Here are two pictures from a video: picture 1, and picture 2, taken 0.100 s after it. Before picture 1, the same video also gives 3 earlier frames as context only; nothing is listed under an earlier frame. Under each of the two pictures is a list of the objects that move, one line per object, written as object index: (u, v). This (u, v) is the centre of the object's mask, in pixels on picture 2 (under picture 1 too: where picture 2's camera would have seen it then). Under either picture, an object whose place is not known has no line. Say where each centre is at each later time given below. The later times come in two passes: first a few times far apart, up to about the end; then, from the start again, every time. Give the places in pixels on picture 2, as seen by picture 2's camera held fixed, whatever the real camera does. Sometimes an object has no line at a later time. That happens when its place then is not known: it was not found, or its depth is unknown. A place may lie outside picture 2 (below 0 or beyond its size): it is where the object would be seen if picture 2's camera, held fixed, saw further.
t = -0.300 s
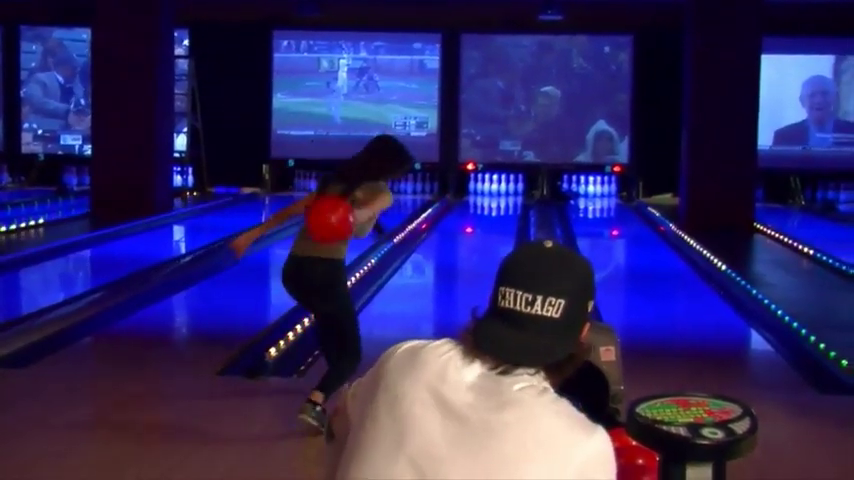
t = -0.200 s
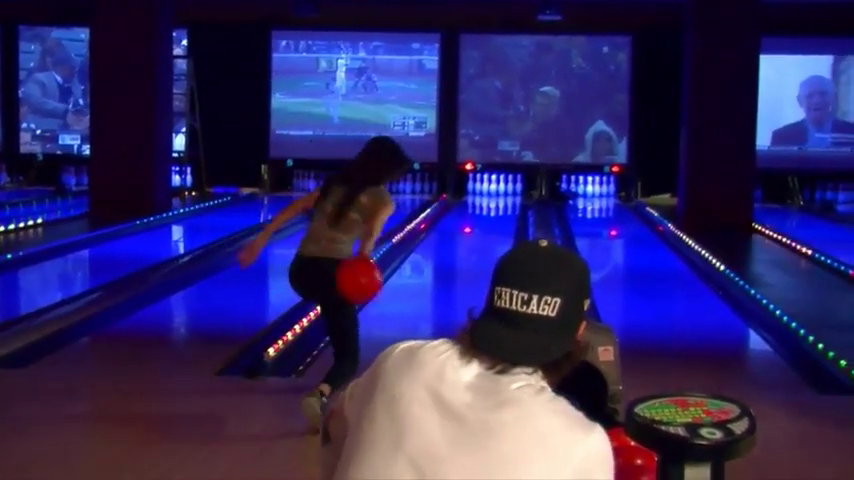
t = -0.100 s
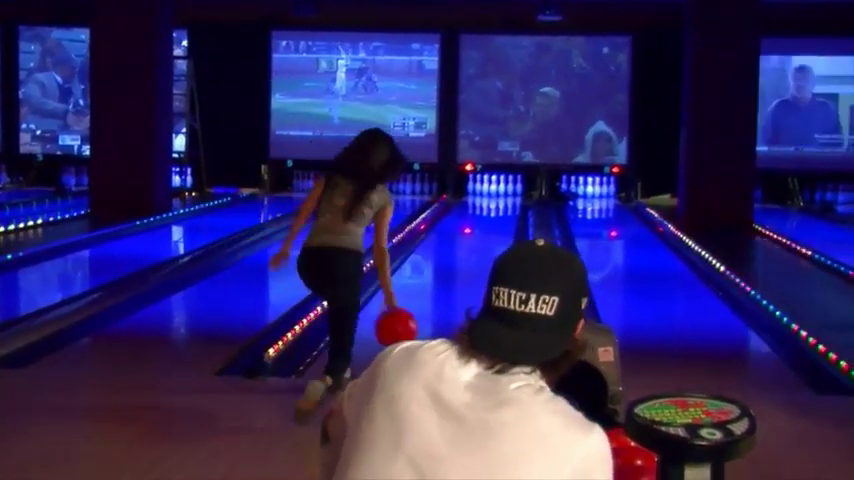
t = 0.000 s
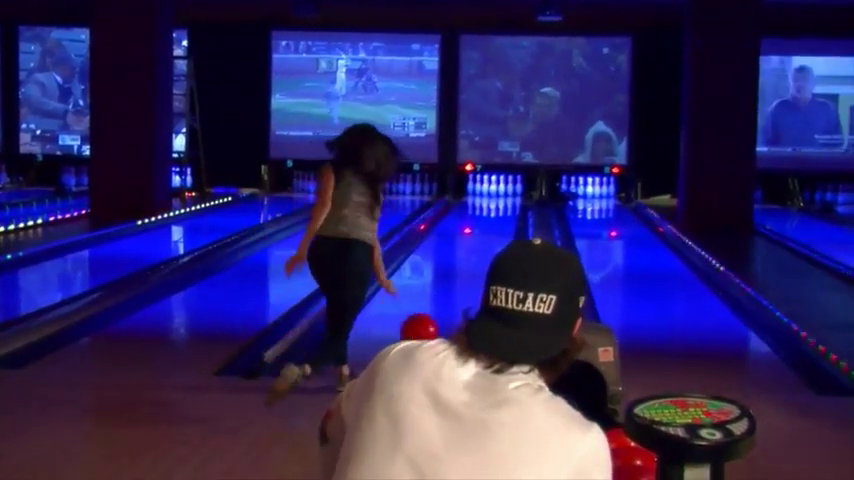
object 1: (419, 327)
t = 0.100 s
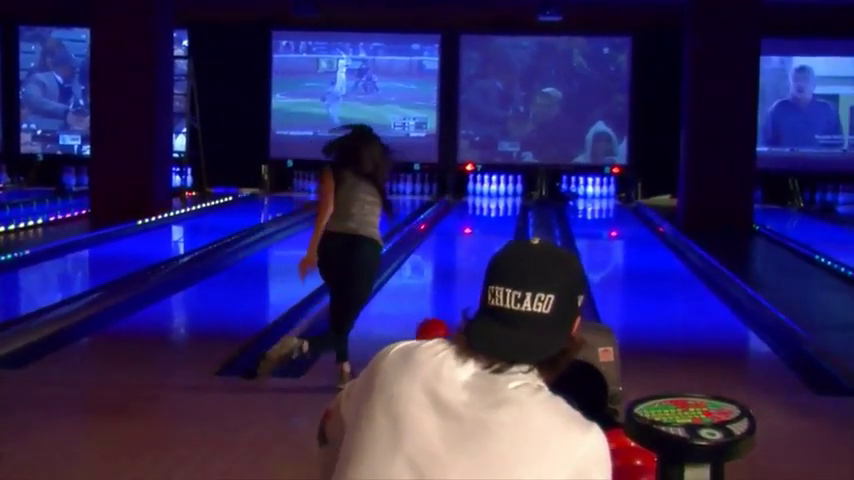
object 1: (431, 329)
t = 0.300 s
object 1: (455, 299)
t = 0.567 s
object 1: (472, 265)
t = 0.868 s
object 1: (486, 241)
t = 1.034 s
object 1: (492, 231)
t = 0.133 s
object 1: (437, 323)
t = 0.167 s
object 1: (441, 318)
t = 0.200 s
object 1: (445, 313)
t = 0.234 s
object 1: (448, 310)
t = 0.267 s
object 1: (451, 305)
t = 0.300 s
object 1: (455, 299)
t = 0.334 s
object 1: (457, 294)
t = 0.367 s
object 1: (460, 290)
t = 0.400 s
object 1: (462, 285)
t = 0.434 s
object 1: (465, 281)
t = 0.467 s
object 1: (466, 276)
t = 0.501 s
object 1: (468, 273)
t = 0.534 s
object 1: (470, 269)
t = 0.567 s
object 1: (472, 265)
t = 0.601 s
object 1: (473, 262)
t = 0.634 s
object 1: (475, 259)
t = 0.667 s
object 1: (477, 255)
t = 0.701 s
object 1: (478, 252)
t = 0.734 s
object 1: (480, 249)
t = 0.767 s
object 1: (482, 247)
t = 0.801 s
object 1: (483, 245)
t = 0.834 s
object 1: (485, 242)
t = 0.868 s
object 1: (486, 241)
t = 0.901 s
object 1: (488, 239)
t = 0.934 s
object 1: (489, 237)
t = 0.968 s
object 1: (490, 234)
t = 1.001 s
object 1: (491, 232)
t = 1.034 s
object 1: (492, 231)
